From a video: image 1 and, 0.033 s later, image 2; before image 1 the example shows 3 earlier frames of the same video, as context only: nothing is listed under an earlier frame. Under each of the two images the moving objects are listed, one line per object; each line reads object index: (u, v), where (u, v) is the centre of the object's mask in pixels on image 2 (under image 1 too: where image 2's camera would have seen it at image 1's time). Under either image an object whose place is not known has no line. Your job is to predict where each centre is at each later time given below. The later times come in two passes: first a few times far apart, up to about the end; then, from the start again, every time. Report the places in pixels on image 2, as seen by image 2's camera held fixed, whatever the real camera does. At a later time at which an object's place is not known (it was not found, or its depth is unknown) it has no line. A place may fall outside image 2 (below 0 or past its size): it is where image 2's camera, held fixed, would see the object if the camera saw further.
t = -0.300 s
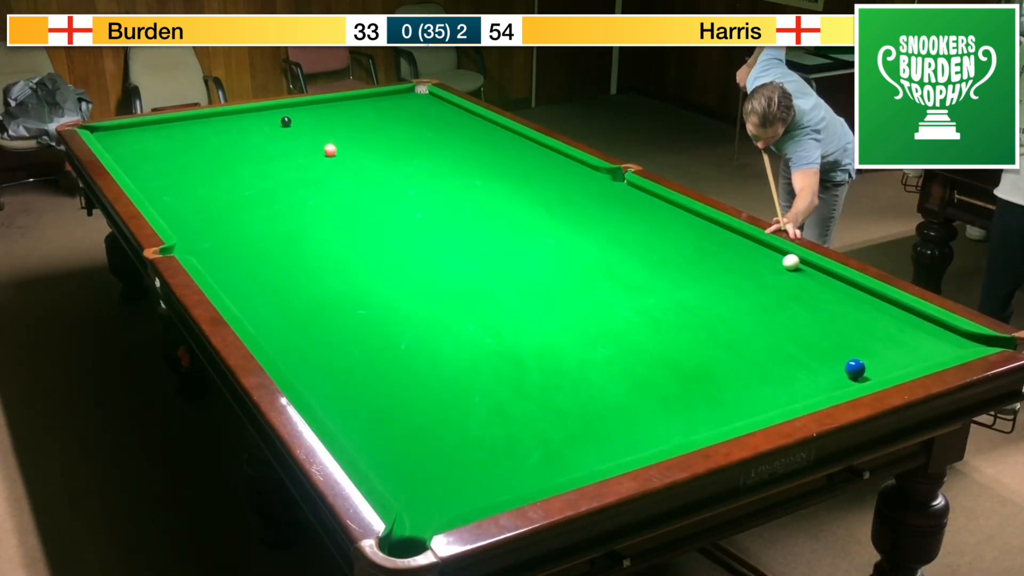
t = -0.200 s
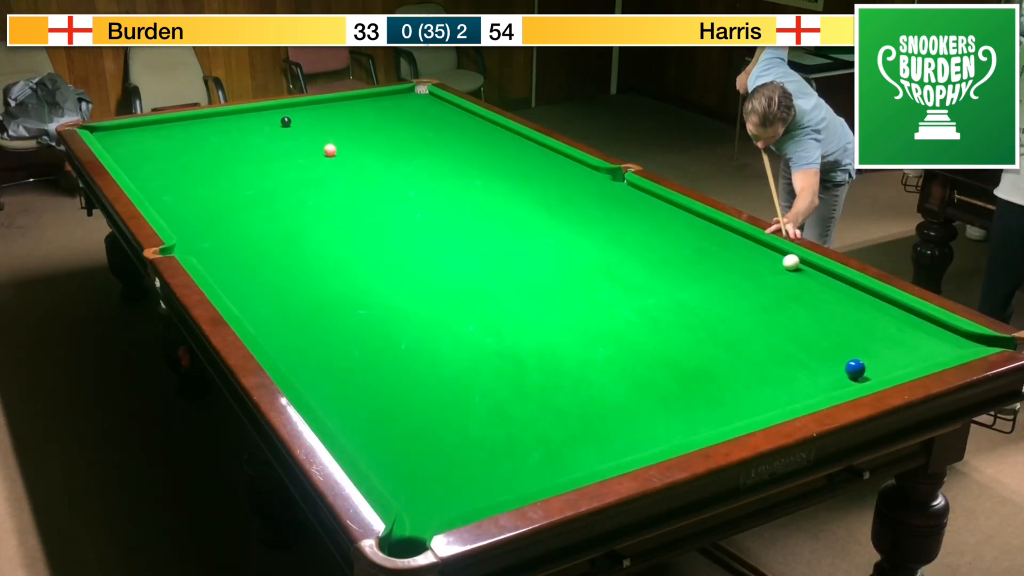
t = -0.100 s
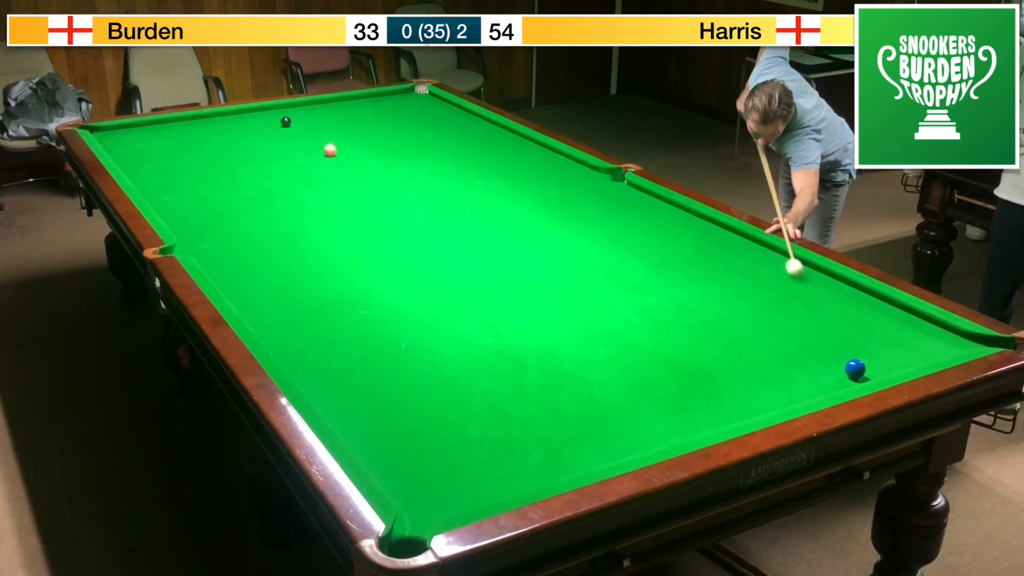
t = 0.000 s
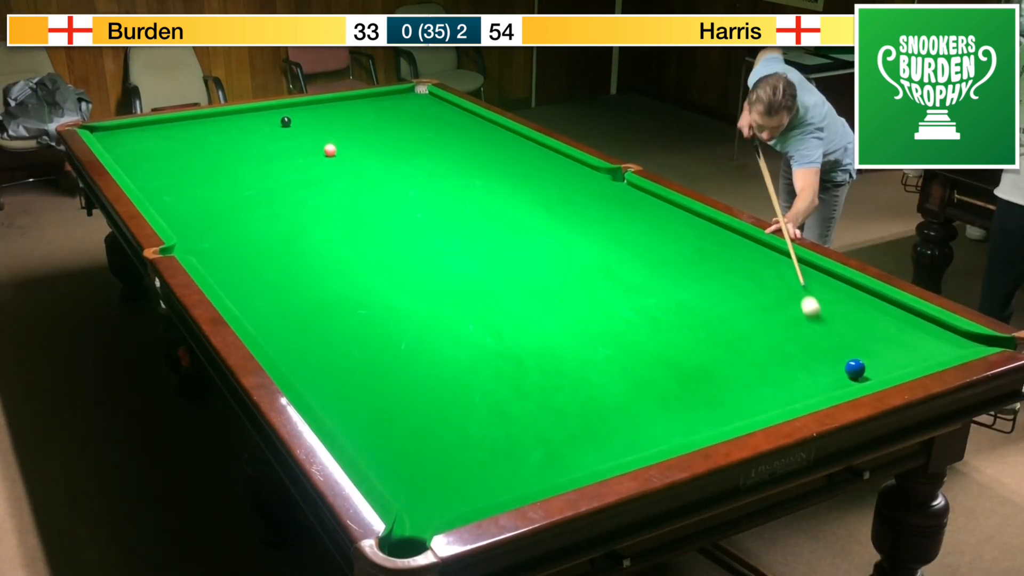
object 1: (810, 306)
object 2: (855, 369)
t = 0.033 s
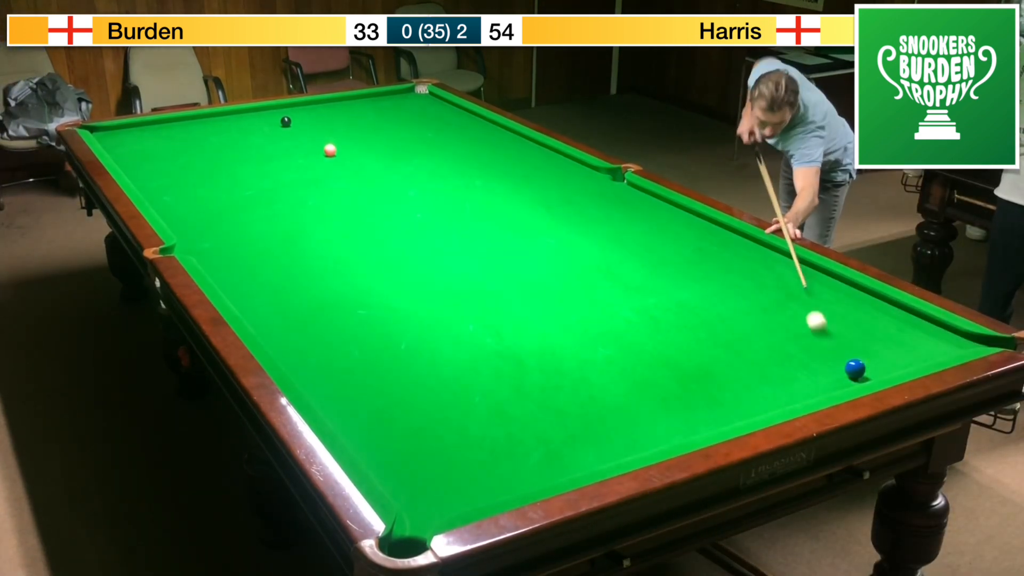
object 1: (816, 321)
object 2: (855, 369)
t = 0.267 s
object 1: (766, 382)
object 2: (879, 369)
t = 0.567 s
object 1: (573, 371)
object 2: (866, 351)
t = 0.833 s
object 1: (420, 367)
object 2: (856, 336)
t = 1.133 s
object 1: (308, 351)
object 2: (847, 323)
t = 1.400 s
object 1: (352, 310)
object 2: (840, 312)
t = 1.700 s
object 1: (391, 272)
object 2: (832, 303)
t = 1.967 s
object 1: (420, 244)
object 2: (827, 295)
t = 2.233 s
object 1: (445, 219)
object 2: (823, 290)
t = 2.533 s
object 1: (469, 195)
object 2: (819, 284)
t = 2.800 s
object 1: (487, 177)
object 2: (816, 281)
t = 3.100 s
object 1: (505, 159)
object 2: (815, 279)
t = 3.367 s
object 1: (520, 145)
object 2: (815, 278)
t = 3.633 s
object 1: (514, 137)
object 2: (815, 278)
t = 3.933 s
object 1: (485, 135)
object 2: (815, 278)
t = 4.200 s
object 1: (460, 133)
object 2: (815, 278)
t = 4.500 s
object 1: (435, 131)
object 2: (815, 278)
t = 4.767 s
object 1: (415, 129)
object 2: (815, 278)
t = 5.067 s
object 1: (394, 127)
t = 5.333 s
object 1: (378, 126)
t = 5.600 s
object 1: (363, 125)
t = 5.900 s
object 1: (349, 124)
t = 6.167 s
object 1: (338, 123)
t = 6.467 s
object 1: (327, 122)
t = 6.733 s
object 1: (320, 121)
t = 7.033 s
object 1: (313, 121)
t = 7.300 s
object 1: (309, 121)
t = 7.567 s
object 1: (307, 121)
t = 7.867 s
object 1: (306, 121)
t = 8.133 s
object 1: (306, 121)
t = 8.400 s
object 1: (306, 121)
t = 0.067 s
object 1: (822, 335)
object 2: (855, 369)
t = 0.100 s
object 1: (829, 351)
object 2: (855, 369)
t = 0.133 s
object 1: (833, 366)
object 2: (858, 369)
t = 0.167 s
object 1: (829, 381)
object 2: (868, 371)
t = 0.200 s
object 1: (817, 388)
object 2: (878, 371)
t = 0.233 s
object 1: (791, 384)
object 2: (880, 371)
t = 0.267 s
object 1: (766, 382)
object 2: (879, 369)
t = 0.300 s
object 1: (741, 380)
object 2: (877, 368)
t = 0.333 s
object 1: (718, 377)
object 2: (876, 366)
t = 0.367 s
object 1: (696, 375)
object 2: (874, 364)
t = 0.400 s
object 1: (674, 374)
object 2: (873, 362)
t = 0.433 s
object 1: (654, 373)
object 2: (872, 359)
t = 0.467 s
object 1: (633, 373)
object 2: (870, 357)
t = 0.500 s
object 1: (613, 372)
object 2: (869, 355)
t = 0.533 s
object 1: (593, 372)
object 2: (867, 353)
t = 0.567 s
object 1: (573, 371)
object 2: (866, 351)
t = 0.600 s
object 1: (554, 371)
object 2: (865, 349)
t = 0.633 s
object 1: (534, 370)
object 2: (863, 347)
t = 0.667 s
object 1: (515, 369)
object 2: (862, 346)
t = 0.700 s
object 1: (495, 369)
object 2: (861, 344)
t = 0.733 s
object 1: (477, 368)
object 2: (860, 342)
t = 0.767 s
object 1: (457, 367)
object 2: (859, 340)
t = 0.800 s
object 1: (438, 367)
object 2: (857, 338)
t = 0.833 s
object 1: (420, 367)
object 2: (856, 336)
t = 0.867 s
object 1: (401, 366)
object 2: (855, 335)
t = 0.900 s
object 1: (382, 366)
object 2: (854, 333)
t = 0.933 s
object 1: (364, 366)
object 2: (853, 332)
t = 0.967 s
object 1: (345, 365)
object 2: (852, 330)
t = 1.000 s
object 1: (327, 365)
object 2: (851, 328)
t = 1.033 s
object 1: (308, 365)
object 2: (850, 327)
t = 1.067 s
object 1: (292, 364)
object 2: (849, 325)
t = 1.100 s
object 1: (300, 358)
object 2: (848, 324)
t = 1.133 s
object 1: (308, 351)
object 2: (847, 323)
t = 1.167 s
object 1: (315, 346)
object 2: (846, 321)
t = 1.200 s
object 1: (321, 340)
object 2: (845, 320)
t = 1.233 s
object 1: (326, 335)
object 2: (844, 318)
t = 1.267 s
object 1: (332, 330)
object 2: (843, 317)
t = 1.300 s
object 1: (337, 325)
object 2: (842, 316)
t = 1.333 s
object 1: (342, 320)
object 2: (842, 315)
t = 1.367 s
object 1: (347, 315)
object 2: (841, 313)
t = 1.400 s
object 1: (352, 310)
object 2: (840, 312)
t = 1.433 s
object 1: (356, 305)
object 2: (839, 311)
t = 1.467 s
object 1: (361, 301)
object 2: (838, 310)
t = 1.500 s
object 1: (365, 296)
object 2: (837, 309)
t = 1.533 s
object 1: (370, 292)
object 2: (836, 308)
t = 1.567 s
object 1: (374, 288)
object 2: (836, 306)
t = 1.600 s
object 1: (378, 284)
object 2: (835, 305)
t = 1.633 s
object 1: (382, 280)
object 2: (834, 304)
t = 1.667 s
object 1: (387, 276)
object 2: (833, 304)
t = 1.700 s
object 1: (391, 272)
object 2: (832, 303)
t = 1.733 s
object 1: (394, 268)
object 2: (832, 301)
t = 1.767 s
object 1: (398, 265)
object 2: (831, 301)
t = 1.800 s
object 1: (402, 261)
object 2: (830, 299)
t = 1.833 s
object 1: (406, 257)
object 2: (830, 299)
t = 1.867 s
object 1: (409, 254)
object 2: (829, 298)
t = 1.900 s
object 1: (413, 250)
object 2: (828, 297)
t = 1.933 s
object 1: (416, 247)
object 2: (828, 296)
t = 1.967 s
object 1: (420, 244)
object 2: (827, 295)
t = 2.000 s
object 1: (423, 240)
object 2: (826, 295)
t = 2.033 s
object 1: (426, 237)
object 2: (826, 294)
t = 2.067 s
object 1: (430, 234)
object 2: (825, 293)
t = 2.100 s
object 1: (433, 231)
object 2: (825, 292)
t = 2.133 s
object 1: (436, 228)
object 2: (824, 292)
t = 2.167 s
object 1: (439, 225)
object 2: (824, 291)
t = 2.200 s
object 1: (442, 222)
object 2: (823, 290)
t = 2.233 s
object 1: (445, 219)
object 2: (823, 290)
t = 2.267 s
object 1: (448, 216)
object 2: (822, 289)
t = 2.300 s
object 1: (451, 213)
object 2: (822, 288)
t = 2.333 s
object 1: (453, 211)
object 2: (821, 288)
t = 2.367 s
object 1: (456, 208)
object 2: (821, 287)
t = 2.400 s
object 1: (459, 206)
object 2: (820, 287)
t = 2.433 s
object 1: (461, 203)
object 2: (820, 286)
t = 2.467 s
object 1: (464, 200)
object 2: (820, 286)
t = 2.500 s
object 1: (466, 198)
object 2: (819, 285)
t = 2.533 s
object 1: (469, 195)
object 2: (819, 284)
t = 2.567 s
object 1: (471, 193)
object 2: (819, 284)
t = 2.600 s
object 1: (474, 190)
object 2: (818, 284)
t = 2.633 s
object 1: (476, 188)
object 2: (818, 283)
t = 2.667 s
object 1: (479, 186)
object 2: (818, 283)
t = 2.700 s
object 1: (481, 184)
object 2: (817, 282)
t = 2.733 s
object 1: (483, 181)
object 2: (817, 282)
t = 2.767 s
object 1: (485, 179)
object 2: (816, 282)
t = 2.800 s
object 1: (487, 177)
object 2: (816, 281)
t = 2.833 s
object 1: (489, 175)
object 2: (816, 281)
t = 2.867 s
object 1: (492, 173)
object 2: (816, 281)
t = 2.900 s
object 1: (494, 171)
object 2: (815, 280)
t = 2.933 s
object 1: (496, 169)
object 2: (815, 280)
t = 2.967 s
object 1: (498, 167)
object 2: (815, 280)
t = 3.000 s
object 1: (500, 165)
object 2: (815, 279)
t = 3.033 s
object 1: (502, 163)
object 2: (815, 279)
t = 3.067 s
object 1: (503, 161)
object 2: (815, 279)
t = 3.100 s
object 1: (505, 159)
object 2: (815, 279)
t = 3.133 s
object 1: (507, 157)
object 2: (815, 279)
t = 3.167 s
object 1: (509, 156)
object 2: (815, 279)
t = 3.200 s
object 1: (511, 154)
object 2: (815, 278)
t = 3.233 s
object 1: (513, 152)
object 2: (815, 278)
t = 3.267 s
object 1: (515, 150)
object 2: (815, 278)
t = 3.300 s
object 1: (516, 148)
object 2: (815, 278)
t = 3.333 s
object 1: (518, 147)
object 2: (815, 278)
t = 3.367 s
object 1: (520, 145)
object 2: (815, 278)
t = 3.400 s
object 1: (521, 144)
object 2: (815, 278)
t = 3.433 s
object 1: (523, 142)
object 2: (815, 278)
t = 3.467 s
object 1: (525, 140)
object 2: (815, 278)
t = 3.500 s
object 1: (526, 139)
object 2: (815, 278)
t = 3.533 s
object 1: (525, 138)
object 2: (815, 278)
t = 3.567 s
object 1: (521, 138)
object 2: (815, 278)
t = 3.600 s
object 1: (518, 138)
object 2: (815, 278)
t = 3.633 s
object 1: (514, 137)
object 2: (815, 278)
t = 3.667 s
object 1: (510, 137)
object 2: (815, 278)
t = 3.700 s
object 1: (507, 137)
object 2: (815, 278)
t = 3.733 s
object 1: (504, 137)
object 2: (815, 278)
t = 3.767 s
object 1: (501, 136)
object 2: (815, 278)
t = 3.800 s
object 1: (497, 136)
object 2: (815, 278)
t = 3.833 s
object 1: (494, 135)
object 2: (815, 278)
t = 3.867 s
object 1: (491, 135)
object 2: (815, 278)
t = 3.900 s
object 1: (487, 135)
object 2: (815, 278)
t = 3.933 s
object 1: (485, 135)
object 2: (815, 278)
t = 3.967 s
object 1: (481, 134)
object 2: (815, 278)
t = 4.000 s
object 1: (478, 134)
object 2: (815, 278)
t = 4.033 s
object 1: (475, 134)
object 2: (815, 278)
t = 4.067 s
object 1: (472, 134)
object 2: (815, 278)
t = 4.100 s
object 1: (469, 134)
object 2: (815, 278)
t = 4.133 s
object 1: (466, 133)
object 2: (815, 278)
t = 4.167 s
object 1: (463, 133)
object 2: (815, 278)
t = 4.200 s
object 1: (460, 133)
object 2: (815, 278)
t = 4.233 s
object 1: (457, 133)
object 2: (815, 278)
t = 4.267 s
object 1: (454, 133)
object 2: (815, 278)
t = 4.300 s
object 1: (451, 132)
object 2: (815, 278)
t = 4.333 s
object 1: (448, 132)
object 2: (815, 278)
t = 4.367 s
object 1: (446, 132)
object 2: (815, 278)
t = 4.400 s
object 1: (443, 132)
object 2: (815, 278)
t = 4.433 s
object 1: (440, 131)
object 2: (815, 278)
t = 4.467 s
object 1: (438, 131)
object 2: (815, 278)
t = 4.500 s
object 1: (435, 131)
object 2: (815, 278)
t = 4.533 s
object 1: (432, 131)
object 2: (815, 278)
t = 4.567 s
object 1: (430, 130)
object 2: (815, 278)
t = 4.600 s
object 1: (427, 130)
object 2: (815, 278)
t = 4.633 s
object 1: (425, 130)
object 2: (815, 278)
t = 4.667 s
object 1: (422, 130)
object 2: (815, 278)
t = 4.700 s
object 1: (420, 130)
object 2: (815, 278)
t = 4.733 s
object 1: (417, 129)
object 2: (815, 278)
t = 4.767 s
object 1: (415, 129)
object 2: (815, 278)
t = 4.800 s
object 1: (412, 129)
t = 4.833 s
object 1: (410, 129)
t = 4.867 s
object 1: (408, 128)
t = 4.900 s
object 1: (405, 128)
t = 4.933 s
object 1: (403, 128)
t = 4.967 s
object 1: (401, 128)
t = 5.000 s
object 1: (399, 128)
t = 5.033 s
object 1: (396, 127)
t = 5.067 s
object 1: (394, 127)
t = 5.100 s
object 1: (392, 127)
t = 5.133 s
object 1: (390, 127)
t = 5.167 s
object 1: (388, 127)
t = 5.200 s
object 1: (386, 127)
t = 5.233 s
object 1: (384, 127)
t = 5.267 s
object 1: (382, 126)
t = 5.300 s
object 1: (380, 126)
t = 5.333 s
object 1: (378, 126)
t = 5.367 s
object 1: (376, 126)
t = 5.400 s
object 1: (374, 126)
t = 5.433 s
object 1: (372, 126)
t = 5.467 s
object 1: (370, 126)
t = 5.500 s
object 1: (368, 126)
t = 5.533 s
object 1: (367, 125)
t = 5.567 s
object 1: (365, 125)
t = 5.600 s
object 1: (363, 125)
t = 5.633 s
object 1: (361, 125)
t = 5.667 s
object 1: (360, 125)
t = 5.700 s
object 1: (358, 125)
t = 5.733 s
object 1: (357, 124)
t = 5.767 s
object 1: (355, 124)
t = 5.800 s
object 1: (353, 124)
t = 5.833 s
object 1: (352, 124)
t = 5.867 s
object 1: (350, 124)
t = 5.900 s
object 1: (349, 124)
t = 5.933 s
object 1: (347, 124)
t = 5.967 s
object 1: (346, 123)
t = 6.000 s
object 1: (345, 124)
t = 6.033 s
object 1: (343, 123)
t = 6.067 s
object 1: (342, 123)
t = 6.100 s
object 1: (341, 123)
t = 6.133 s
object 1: (339, 123)
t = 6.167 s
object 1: (338, 123)
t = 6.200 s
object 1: (337, 123)
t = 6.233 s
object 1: (335, 123)
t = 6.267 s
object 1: (334, 123)
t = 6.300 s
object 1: (333, 123)
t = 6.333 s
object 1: (332, 122)
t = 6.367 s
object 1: (331, 122)
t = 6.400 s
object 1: (330, 122)
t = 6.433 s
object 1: (329, 122)
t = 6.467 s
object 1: (327, 122)
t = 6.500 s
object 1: (326, 122)
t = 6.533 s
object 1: (325, 122)
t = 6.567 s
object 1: (324, 122)
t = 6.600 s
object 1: (324, 122)
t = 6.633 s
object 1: (323, 122)
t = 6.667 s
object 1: (322, 121)
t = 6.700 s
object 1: (321, 121)
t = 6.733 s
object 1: (320, 121)
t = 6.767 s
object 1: (319, 121)
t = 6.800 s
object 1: (318, 122)
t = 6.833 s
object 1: (318, 121)
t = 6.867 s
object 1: (317, 121)
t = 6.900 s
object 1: (316, 121)
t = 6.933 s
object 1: (315, 121)
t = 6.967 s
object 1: (315, 121)
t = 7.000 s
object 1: (314, 121)
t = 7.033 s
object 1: (313, 121)
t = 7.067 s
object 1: (313, 121)
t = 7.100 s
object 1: (312, 121)
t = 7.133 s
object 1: (312, 121)
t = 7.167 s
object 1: (311, 121)
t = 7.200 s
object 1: (311, 121)
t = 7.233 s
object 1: (310, 121)
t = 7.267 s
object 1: (310, 121)
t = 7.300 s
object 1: (309, 121)
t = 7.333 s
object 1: (309, 121)
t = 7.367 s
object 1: (308, 121)
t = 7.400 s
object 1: (308, 121)
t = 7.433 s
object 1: (308, 121)
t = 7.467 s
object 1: (307, 121)
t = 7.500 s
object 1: (307, 121)
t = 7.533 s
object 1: (307, 121)
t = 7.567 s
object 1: (307, 121)
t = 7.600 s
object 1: (306, 121)
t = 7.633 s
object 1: (306, 121)
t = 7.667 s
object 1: (306, 121)
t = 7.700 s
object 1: (306, 121)
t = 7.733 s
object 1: (306, 121)
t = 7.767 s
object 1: (306, 121)
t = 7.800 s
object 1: (306, 121)
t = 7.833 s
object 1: (306, 121)
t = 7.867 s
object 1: (306, 121)
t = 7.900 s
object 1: (306, 121)
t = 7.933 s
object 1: (306, 121)
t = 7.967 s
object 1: (306, 121)
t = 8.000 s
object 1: (306, 121)
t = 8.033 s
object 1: (306, 121)
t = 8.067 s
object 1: (306, 121)
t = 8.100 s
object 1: (306, 121)
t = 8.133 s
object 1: (306, 121)
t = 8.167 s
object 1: (306, 121)
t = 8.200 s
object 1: (306, 121)
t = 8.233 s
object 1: (306, 121)
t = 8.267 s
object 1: (306, 121)
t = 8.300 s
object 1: (306, 121)
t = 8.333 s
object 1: (306, 121)
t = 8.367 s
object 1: (306, 121)
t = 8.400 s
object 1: (306, 121)
